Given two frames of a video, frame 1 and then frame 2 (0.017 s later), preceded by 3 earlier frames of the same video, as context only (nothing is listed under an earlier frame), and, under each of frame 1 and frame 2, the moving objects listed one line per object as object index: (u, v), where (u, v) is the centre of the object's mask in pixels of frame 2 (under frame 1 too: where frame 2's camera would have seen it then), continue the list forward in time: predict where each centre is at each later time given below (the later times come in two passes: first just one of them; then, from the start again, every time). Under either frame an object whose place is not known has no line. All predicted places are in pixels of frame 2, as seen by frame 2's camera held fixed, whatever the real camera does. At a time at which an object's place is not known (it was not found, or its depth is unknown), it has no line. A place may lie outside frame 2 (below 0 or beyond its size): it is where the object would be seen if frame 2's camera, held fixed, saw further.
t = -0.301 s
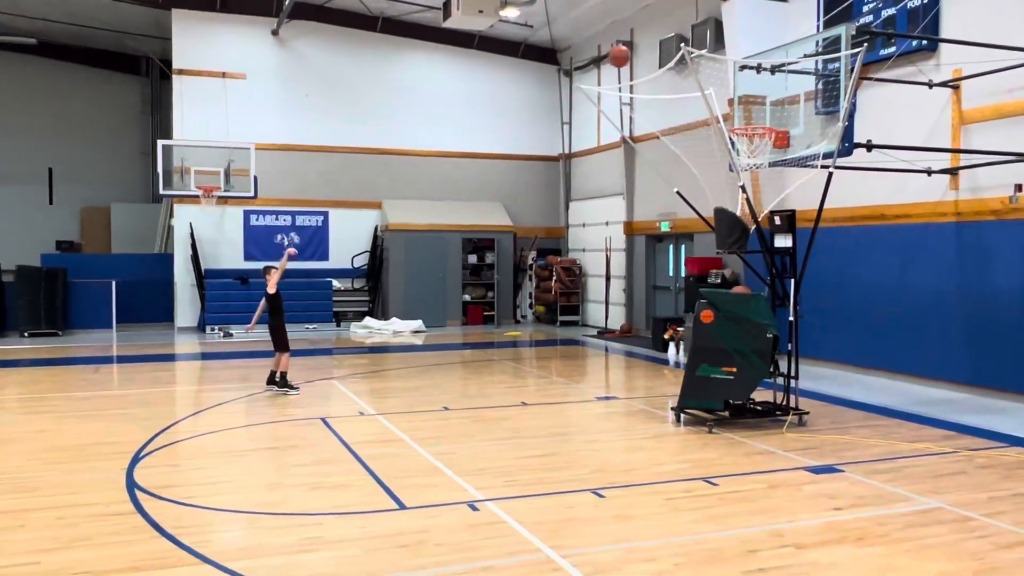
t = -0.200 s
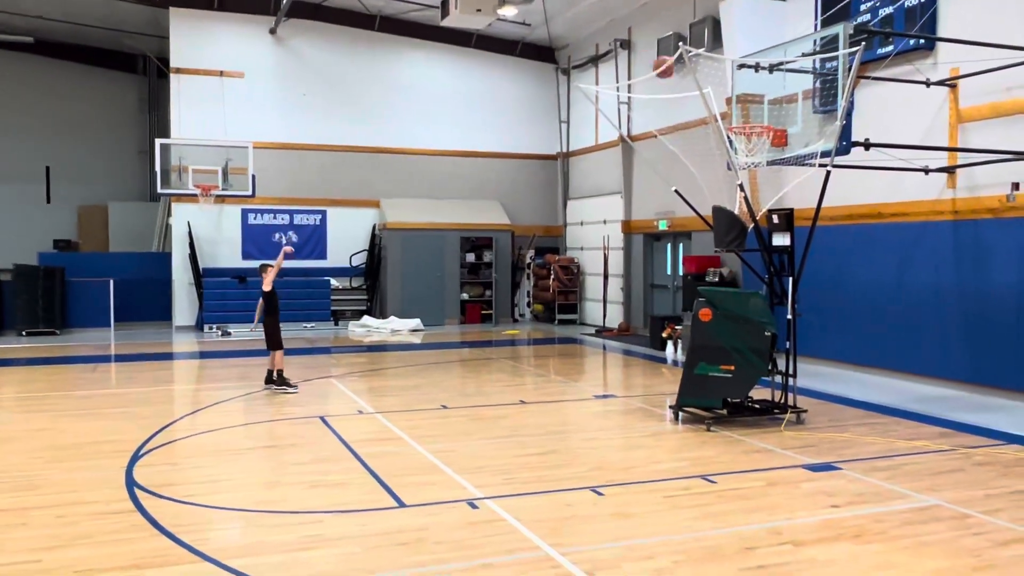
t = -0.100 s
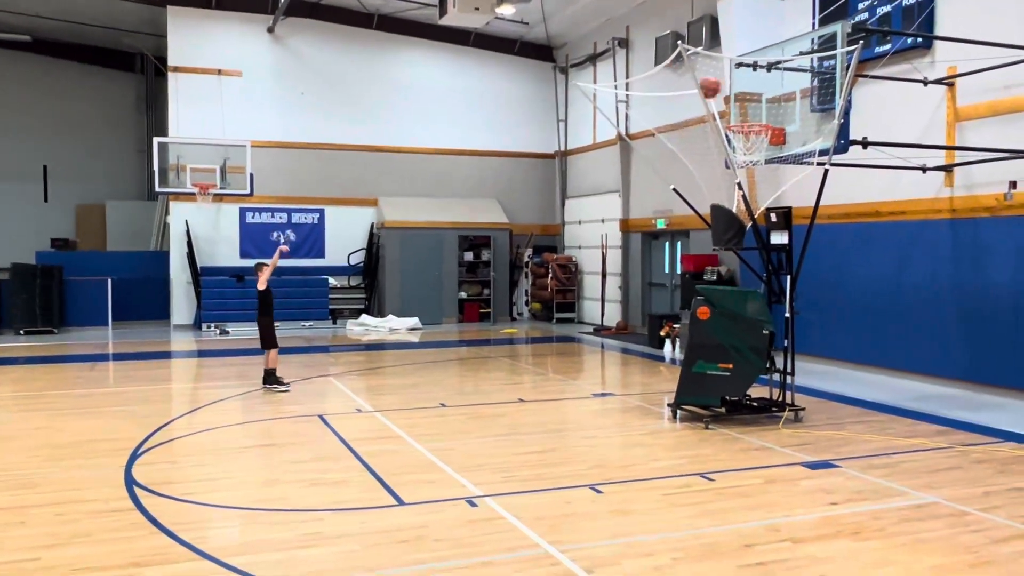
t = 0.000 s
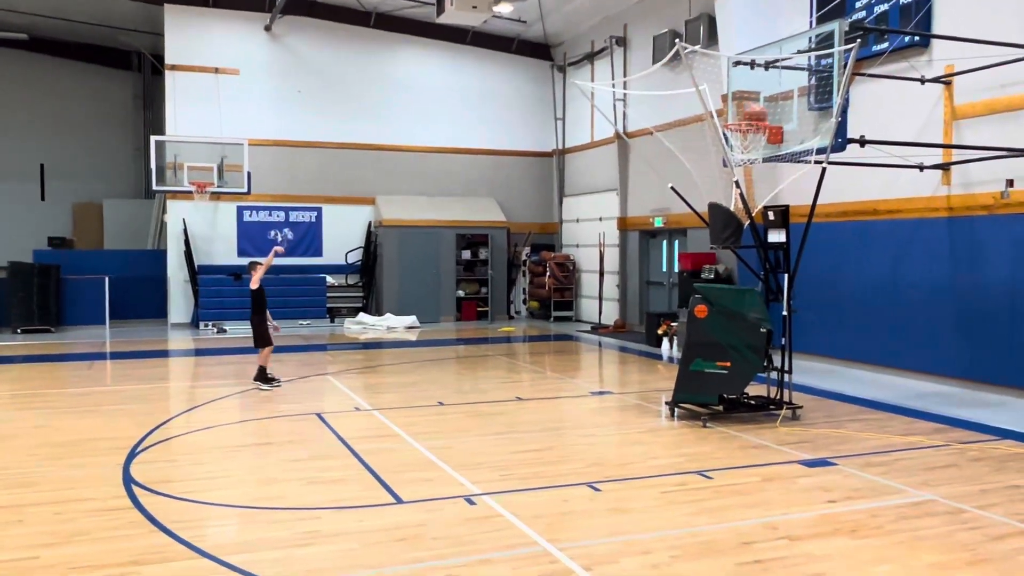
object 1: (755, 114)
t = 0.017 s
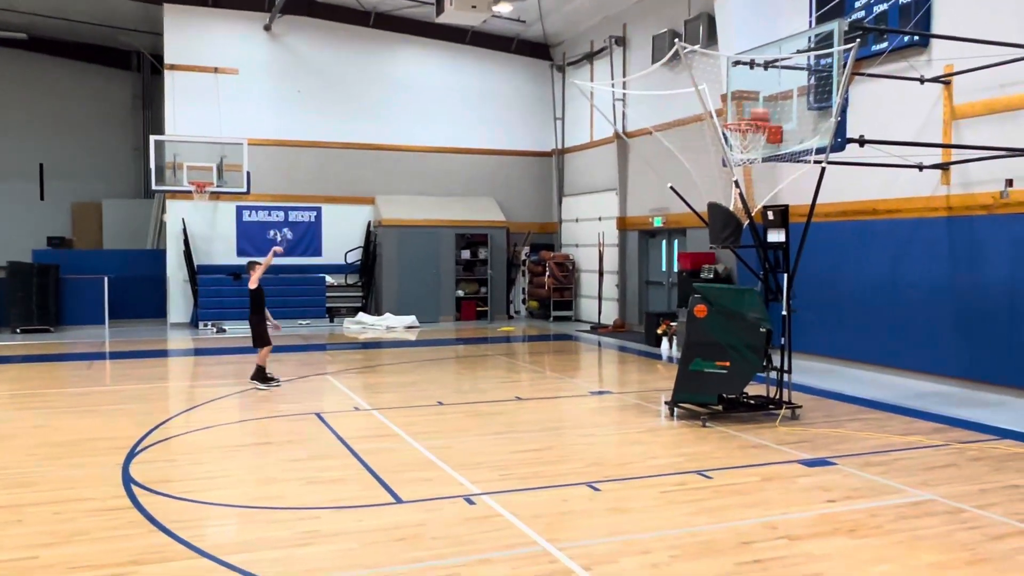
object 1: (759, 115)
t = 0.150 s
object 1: (718, 89)
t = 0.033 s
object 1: (755, 114)
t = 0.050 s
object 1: (749, 110)
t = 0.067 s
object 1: (744, 105)
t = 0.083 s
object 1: (738, 102)
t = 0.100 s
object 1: (732, 99)
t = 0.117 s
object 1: (727, 97)
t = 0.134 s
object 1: (722, 92)
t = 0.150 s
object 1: (718, 89)
